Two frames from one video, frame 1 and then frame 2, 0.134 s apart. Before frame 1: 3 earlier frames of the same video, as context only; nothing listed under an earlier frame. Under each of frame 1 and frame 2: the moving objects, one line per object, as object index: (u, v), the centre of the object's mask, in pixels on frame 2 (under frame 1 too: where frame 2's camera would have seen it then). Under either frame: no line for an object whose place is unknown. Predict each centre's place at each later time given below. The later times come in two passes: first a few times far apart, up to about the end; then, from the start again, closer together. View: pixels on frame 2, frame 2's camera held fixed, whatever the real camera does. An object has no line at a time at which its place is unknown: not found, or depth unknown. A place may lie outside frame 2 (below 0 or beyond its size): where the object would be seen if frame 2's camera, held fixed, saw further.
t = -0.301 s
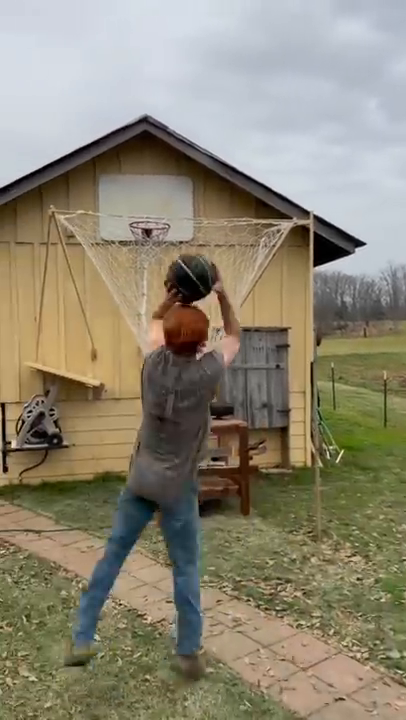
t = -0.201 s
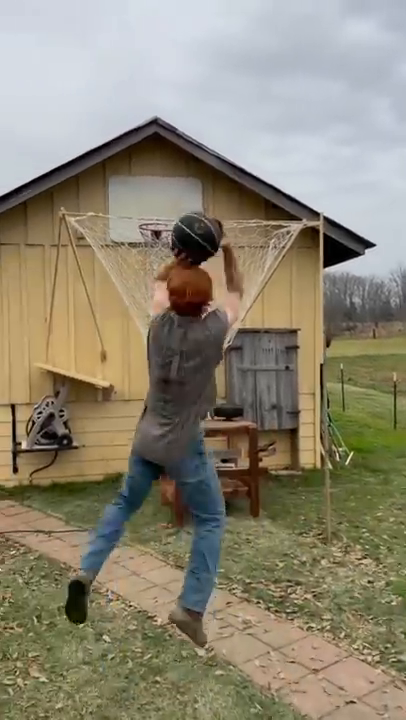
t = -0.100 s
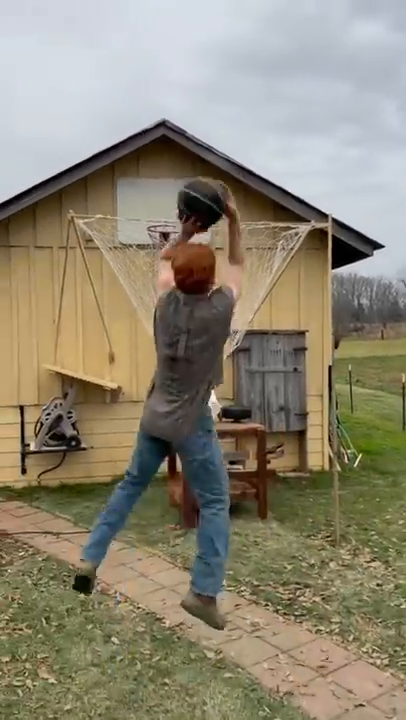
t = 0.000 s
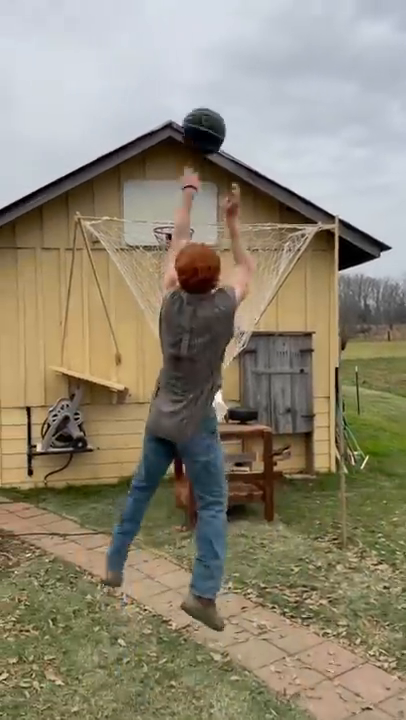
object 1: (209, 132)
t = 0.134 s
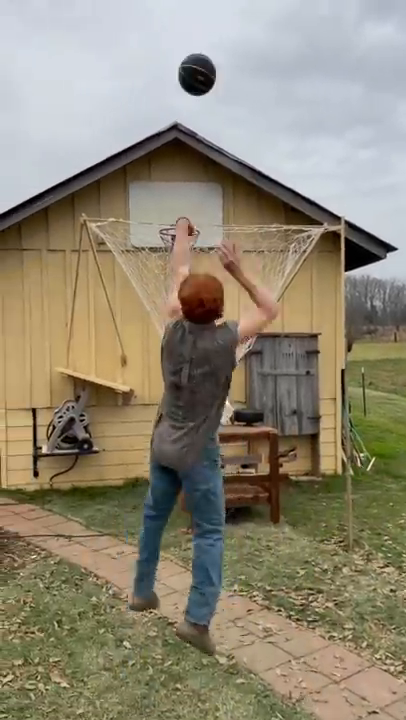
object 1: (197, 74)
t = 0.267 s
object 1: (188, 56)
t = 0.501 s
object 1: (178, 82)
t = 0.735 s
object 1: (173, 150)
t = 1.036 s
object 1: (192, 236)
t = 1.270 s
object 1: (170, 247)
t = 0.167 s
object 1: (194, 67)
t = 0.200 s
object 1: (192, 61)
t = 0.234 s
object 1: (190, 58)
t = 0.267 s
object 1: (188, 56)
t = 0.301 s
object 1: (186, 56)
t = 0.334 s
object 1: (185, 58)
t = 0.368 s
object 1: (183, 60)
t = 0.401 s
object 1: (182, 64)
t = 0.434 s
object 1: (180, 69)
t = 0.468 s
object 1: (179, 75)
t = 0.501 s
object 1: (178, 82)
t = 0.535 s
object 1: (177, 89)
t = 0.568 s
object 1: (176, 98)
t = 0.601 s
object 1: (175, 107)
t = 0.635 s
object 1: (175, 116)
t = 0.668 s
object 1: (174, 127)
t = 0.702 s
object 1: (173, 134)
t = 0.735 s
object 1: (173, 150)
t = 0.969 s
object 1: (177, 228)
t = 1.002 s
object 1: (188, 234)
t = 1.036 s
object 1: (192, 236)
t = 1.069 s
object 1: (187, 240)
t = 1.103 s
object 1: (181, 244)
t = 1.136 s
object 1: (178, 246)
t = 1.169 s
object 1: (175, 245)
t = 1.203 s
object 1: (172, 246)
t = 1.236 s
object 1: (171, 246)
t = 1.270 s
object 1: (170, 247)
